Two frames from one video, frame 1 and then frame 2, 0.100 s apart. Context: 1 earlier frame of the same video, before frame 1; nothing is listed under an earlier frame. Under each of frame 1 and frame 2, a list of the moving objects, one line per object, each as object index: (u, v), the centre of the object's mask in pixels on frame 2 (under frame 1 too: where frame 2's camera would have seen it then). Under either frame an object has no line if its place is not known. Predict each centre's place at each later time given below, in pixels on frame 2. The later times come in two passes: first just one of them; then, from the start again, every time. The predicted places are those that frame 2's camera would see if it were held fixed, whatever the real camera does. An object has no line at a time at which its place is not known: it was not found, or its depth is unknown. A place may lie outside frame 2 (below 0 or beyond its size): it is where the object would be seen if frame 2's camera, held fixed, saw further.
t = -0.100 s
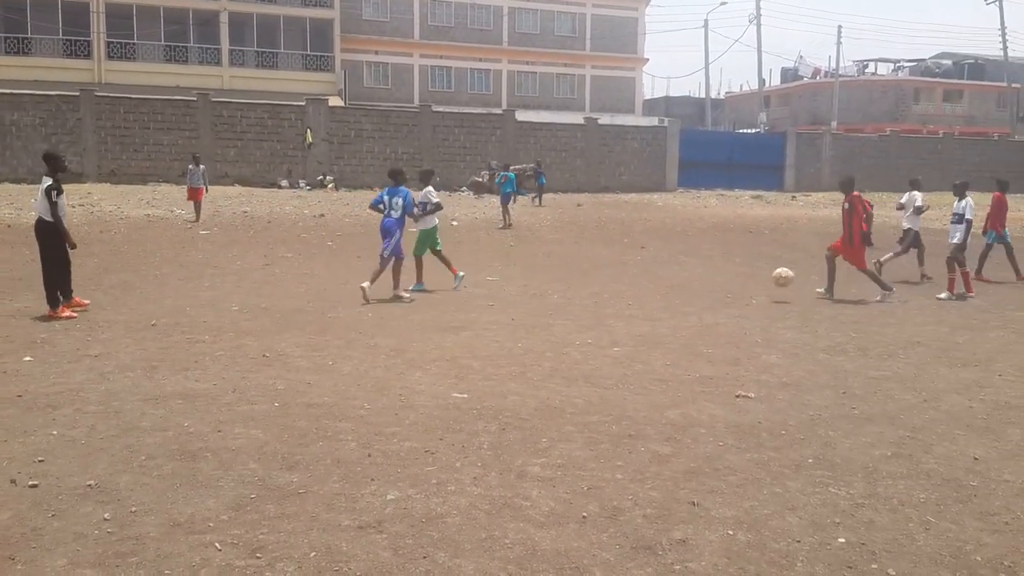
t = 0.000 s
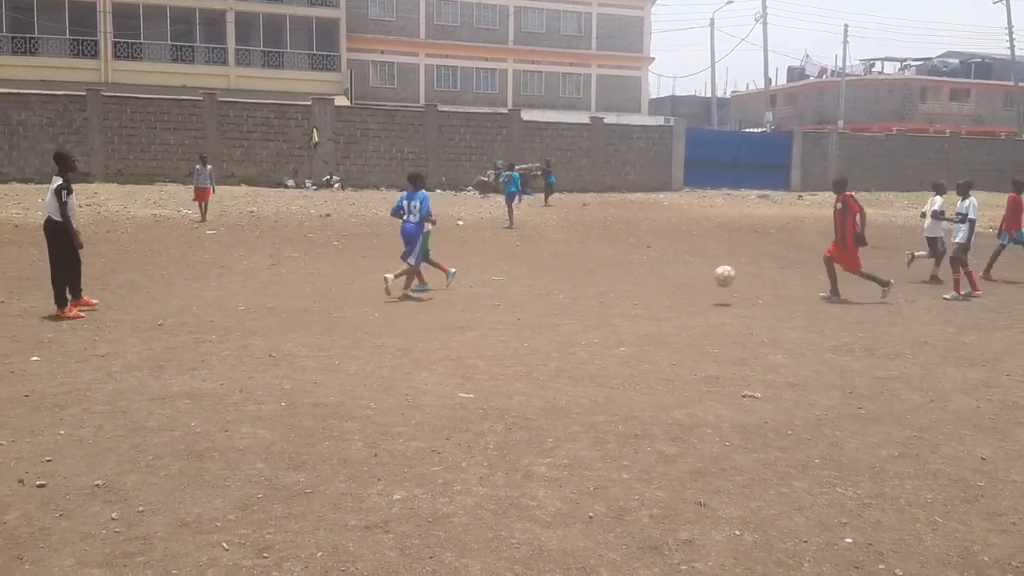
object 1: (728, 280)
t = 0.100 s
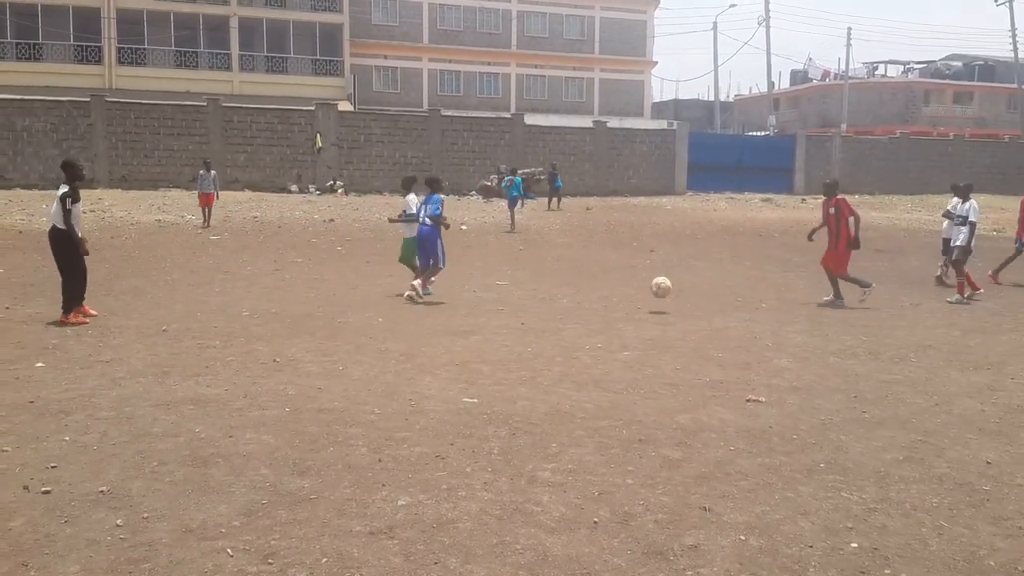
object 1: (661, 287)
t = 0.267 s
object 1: (552, 301)
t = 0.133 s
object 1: (638, 292)
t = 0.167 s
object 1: (614, 298)
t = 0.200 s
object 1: (589, 305)
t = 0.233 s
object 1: (570, 305)
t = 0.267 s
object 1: (552, 301)
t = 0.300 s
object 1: (534, 298)
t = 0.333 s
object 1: (515, 296)
